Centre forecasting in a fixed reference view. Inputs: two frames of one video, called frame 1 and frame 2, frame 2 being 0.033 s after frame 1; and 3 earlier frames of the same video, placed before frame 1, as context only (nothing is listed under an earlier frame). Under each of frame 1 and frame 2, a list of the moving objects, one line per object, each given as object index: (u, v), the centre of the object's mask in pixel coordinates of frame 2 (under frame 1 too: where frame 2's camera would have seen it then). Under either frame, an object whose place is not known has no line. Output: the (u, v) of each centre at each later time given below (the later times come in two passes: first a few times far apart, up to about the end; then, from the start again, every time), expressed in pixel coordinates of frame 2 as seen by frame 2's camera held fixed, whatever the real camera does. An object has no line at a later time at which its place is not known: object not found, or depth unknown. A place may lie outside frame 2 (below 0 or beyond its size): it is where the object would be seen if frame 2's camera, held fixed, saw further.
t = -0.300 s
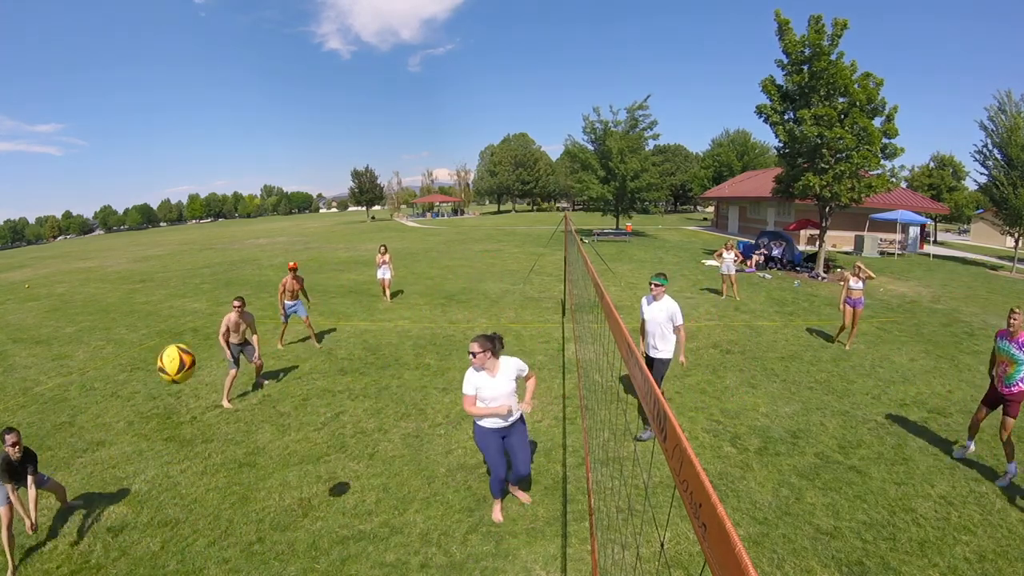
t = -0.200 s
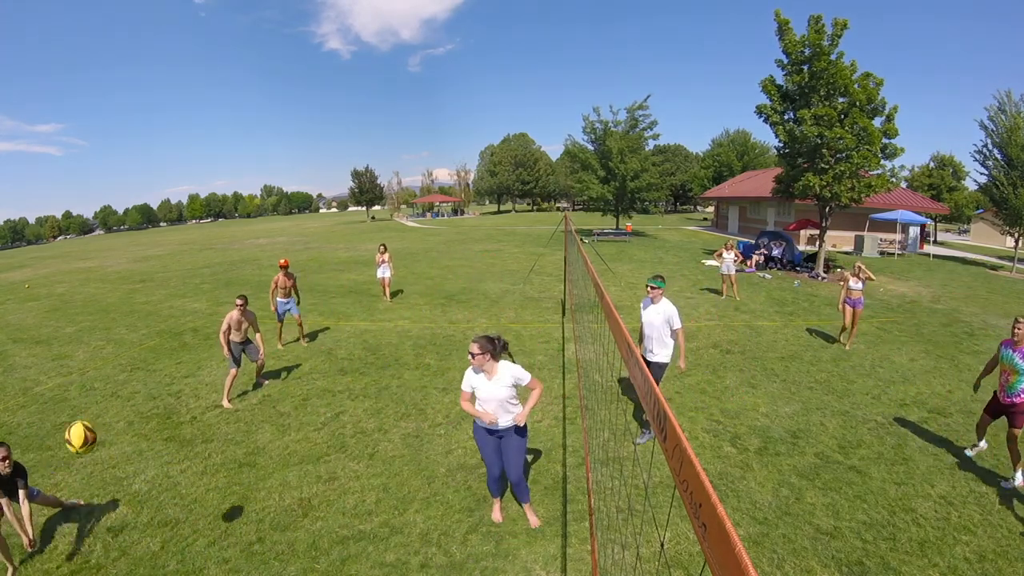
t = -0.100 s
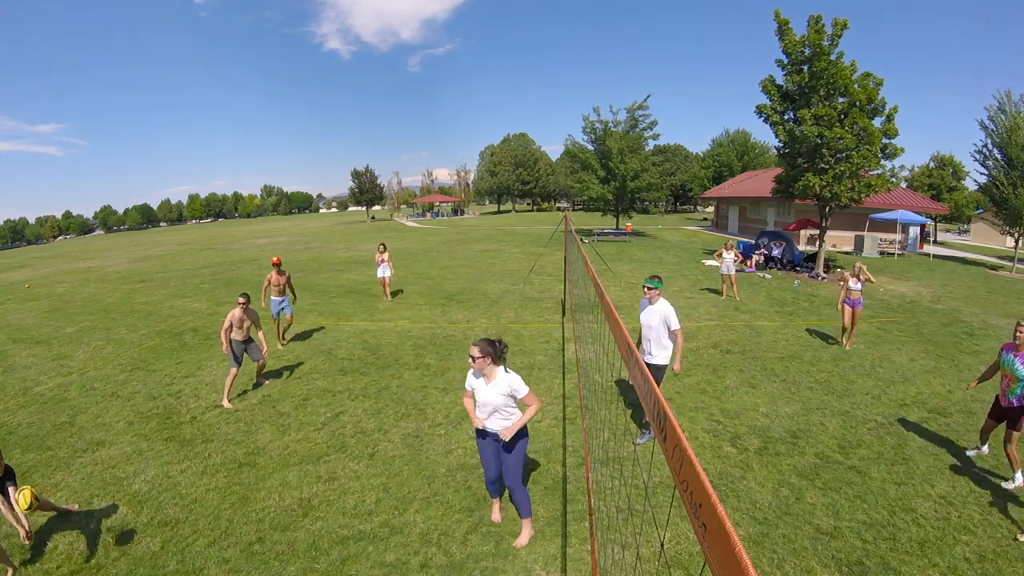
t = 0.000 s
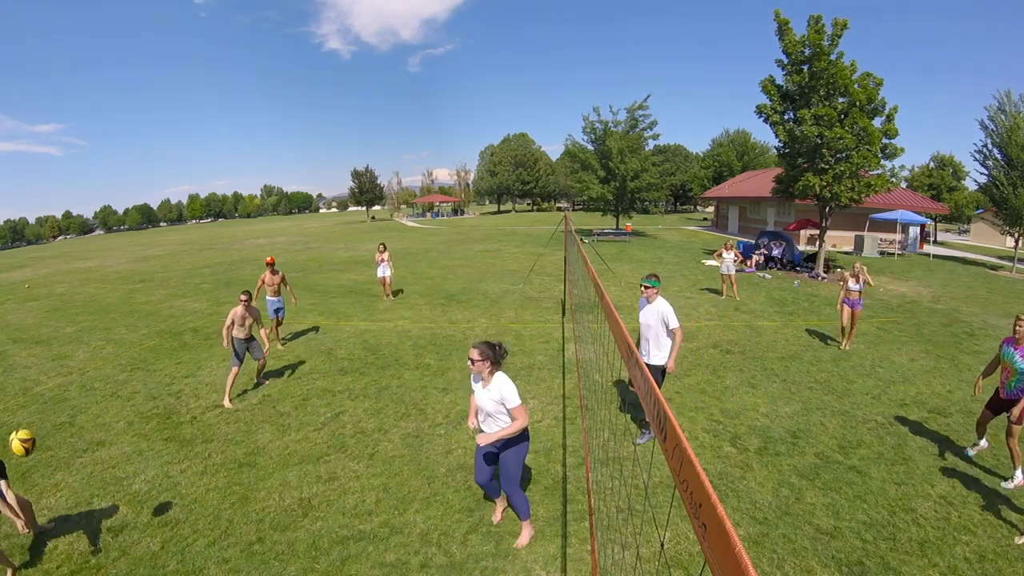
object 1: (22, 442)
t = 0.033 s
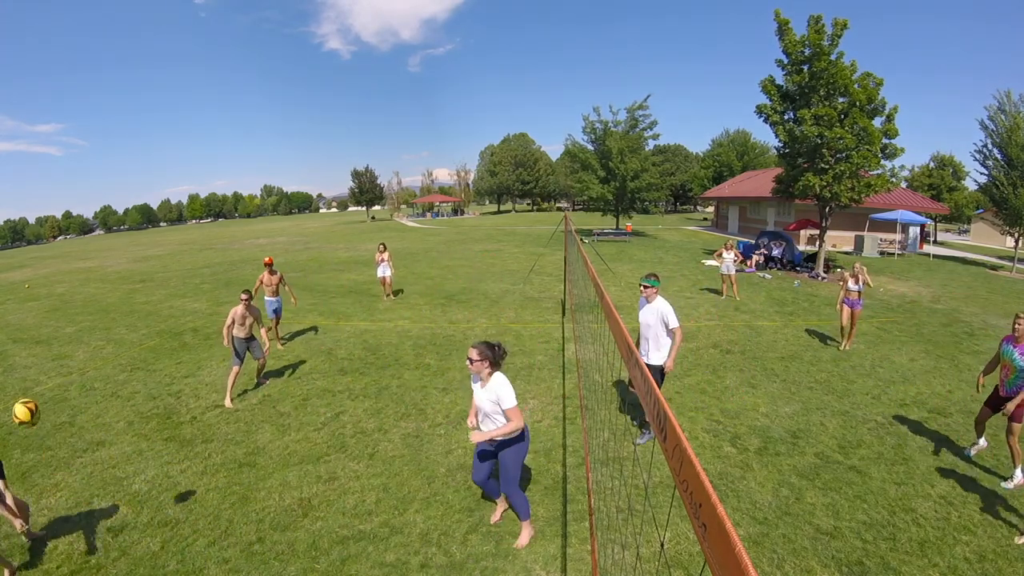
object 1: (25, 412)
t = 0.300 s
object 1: (106, 204)
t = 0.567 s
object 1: (230, 100)
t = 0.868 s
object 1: (364, 111)
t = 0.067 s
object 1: (31, 383)
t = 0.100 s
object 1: (38, 354)
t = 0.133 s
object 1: (46, 326)
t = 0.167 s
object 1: (56, 299)
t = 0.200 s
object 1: (67, 274)
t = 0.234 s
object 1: (79, 249)
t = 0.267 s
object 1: (91, 226)
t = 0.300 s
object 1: (106, 204)
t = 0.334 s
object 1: (120, 185)
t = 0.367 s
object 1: (135, 167)
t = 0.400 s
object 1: (150, 151)
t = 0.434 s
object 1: (166, 137)
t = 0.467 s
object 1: (182, 125)
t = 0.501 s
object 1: (198, 115)
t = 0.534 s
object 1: (214, 106)
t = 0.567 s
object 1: (230, 100)
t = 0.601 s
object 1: (245, 95)
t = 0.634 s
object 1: (261, 92)
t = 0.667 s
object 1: (277, 90)
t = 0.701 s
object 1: (292, 89)
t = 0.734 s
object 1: (307, 91)
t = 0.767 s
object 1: (321, 94)
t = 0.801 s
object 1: (336, 99)
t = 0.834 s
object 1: (350, 104)
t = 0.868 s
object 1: (364, 111)
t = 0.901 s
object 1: (378, 119)
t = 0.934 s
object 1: (391, 128)
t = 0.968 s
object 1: (404, 139)
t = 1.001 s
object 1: (416, 150)
